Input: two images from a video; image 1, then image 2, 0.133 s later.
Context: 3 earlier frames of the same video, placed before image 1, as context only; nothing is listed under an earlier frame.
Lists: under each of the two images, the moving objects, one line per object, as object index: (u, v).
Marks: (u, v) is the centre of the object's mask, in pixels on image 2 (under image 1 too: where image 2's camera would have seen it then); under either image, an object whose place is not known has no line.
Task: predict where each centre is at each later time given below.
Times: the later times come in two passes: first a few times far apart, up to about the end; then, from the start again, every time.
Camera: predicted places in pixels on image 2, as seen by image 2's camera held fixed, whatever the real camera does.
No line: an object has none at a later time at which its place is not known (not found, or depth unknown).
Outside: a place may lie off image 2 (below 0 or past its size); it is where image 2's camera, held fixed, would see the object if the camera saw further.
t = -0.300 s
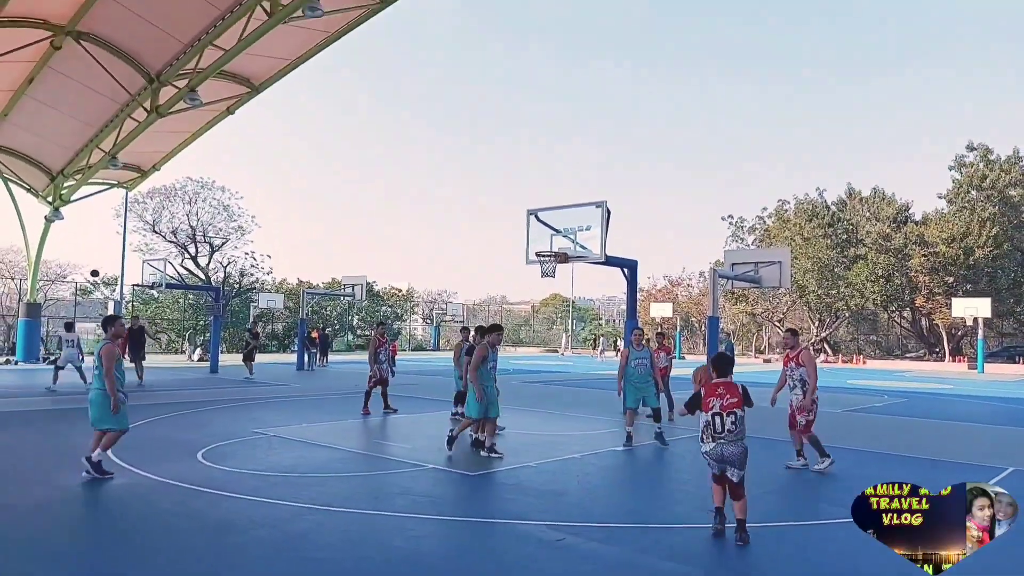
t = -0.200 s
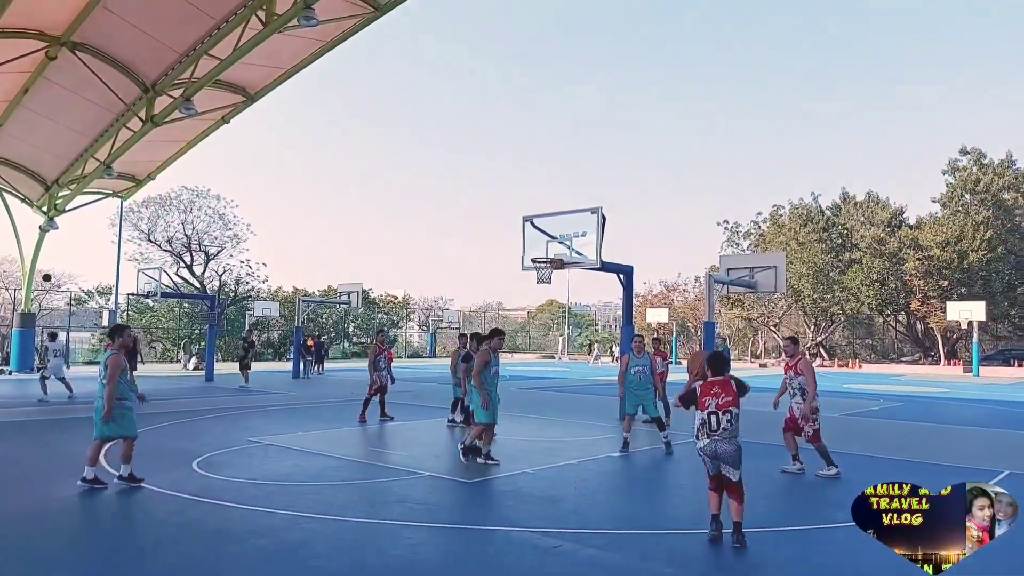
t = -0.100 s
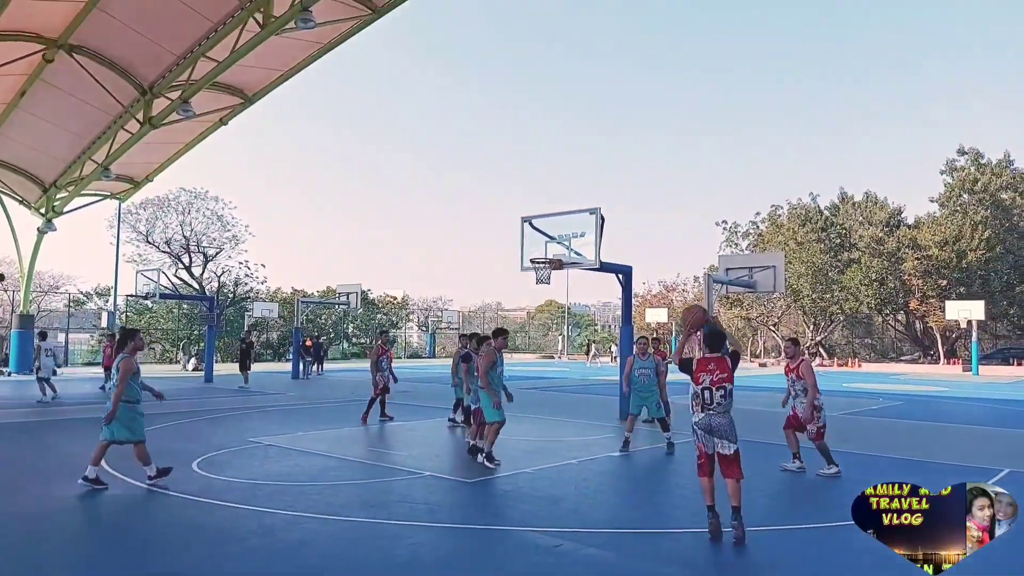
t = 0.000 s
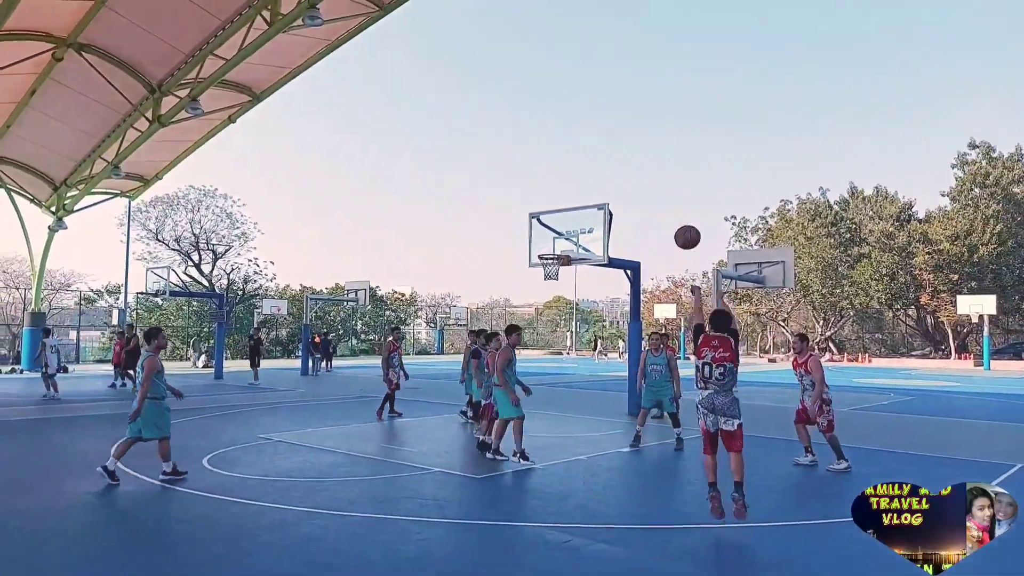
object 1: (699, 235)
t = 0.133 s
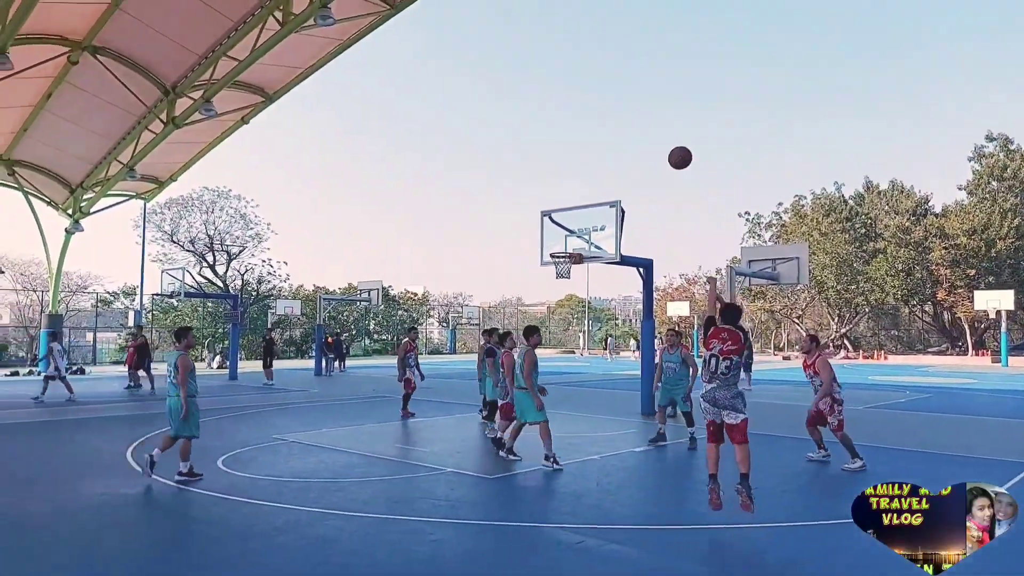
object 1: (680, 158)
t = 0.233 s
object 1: (668, 117)
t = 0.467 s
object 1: (643, 72)
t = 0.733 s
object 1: (619, 79)
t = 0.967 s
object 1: (604, 121)
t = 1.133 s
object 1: (596, 168)
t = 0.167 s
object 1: (675, 143)
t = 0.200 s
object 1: (670, 129)
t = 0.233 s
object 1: (668, 117)
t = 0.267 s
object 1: (664, 107)
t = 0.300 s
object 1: (659, 98)
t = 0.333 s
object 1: (655, 90)
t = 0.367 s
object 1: (652, 84)
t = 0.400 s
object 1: (649, 79)
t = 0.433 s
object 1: (645, 75)
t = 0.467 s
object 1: (643, 72)
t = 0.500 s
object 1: (639, 70)
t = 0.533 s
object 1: (633, 71)
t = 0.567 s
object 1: (629, 71)
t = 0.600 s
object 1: (627, 71)
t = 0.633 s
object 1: (624, 73)
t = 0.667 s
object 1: (622, 73)
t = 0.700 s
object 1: (620, 76)
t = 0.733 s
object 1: (619, 79)
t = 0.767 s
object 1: (616, 82)
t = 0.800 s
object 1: (614, 87)
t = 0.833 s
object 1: (613, 92)
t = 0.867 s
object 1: (610, 99)
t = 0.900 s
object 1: (608, 106)
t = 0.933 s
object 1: (606, 113)
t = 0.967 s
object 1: (604, 121)
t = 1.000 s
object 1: (602, 129)
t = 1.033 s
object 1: (601, 138)
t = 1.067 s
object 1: (600, 148)
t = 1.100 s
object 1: (597, 157)
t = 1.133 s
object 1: (596, 168)
